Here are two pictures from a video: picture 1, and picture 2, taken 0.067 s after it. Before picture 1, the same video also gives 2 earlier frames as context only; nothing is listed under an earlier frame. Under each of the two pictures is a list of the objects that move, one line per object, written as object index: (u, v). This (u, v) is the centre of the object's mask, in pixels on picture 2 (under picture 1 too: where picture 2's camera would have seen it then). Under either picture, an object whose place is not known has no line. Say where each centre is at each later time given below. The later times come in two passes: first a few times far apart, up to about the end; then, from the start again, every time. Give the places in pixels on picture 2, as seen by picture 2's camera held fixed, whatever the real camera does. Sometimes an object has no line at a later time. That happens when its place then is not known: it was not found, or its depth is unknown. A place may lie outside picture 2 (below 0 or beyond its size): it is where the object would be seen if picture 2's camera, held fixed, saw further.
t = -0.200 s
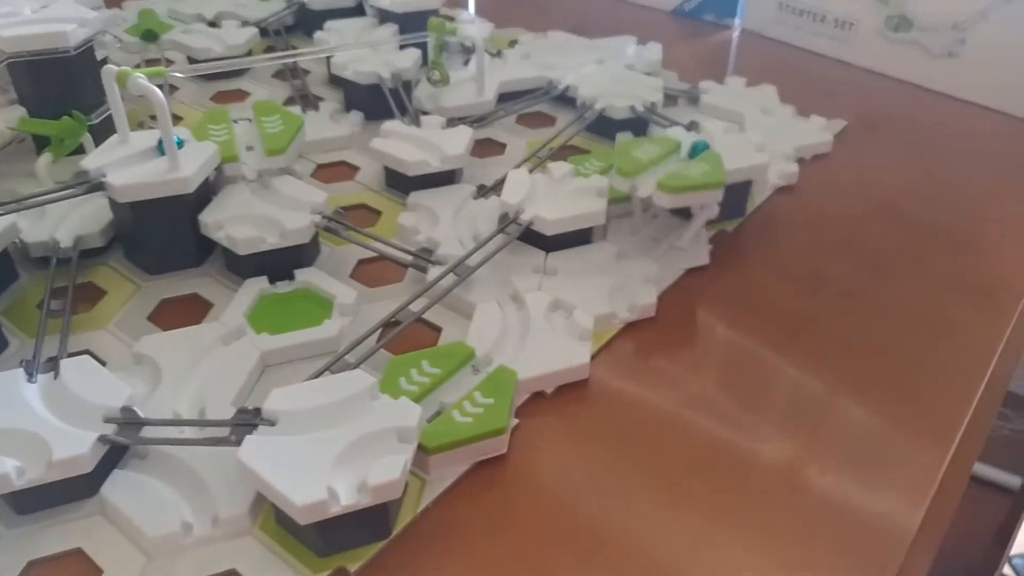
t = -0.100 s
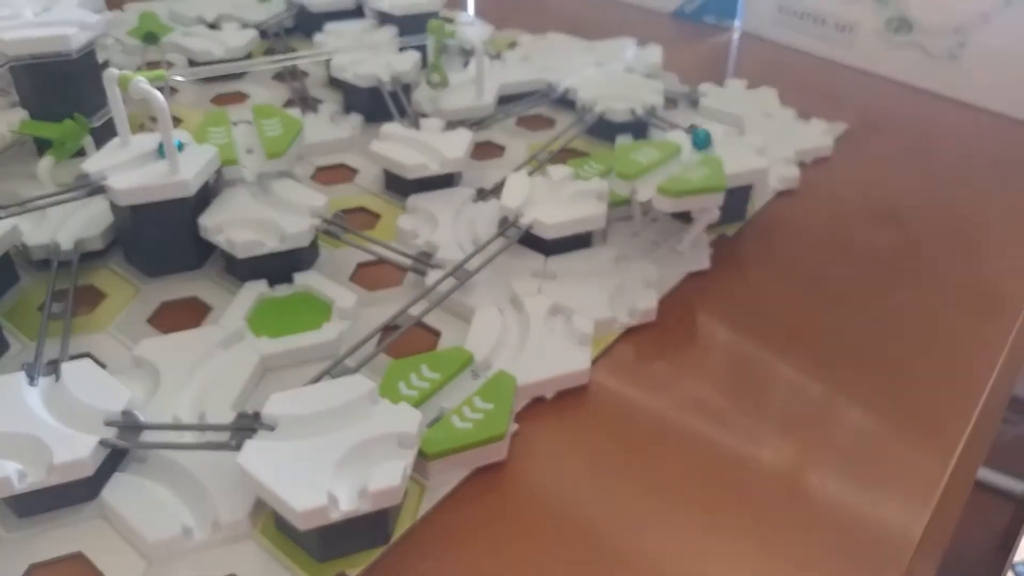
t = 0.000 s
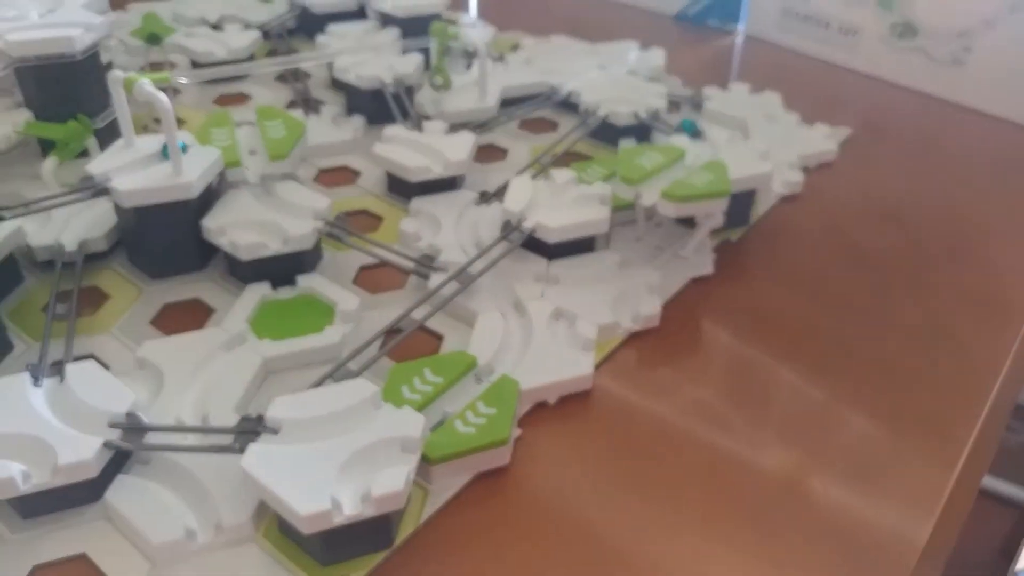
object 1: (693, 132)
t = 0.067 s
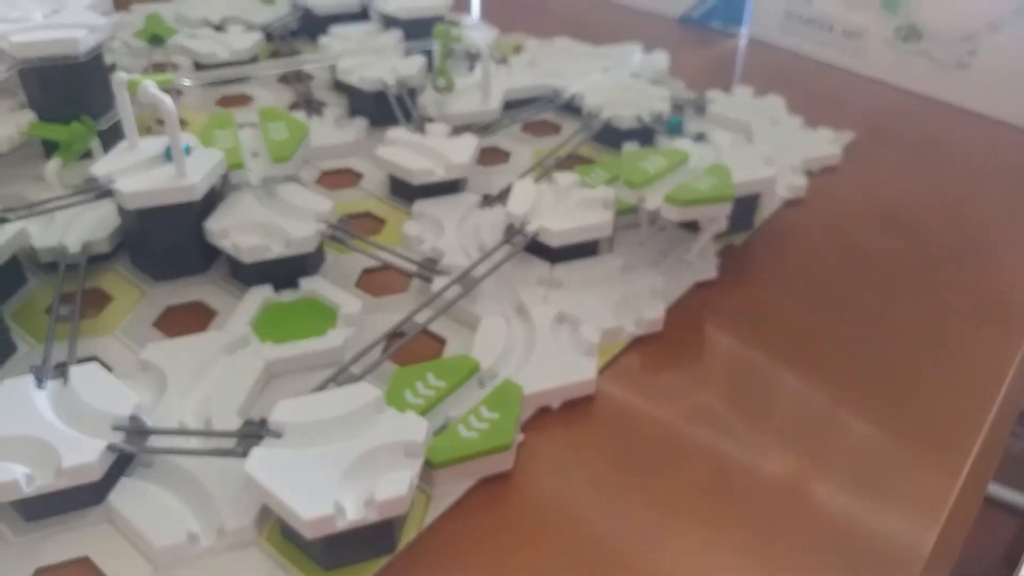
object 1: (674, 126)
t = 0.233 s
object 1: (615, 103)
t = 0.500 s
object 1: (525, 171)
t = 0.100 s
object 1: (664, 119)
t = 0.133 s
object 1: (656, 116)
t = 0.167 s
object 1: (650, 114)
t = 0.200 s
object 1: (633, 102)
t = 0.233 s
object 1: (615, 103)
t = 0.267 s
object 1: (604, 107)
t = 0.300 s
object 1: (595, 116)
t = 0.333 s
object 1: (586, 124)
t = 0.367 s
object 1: (574, 134)
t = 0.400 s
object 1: (563, 143)
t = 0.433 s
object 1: (550, 155)
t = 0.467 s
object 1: (539, 162)
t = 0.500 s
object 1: (525, 171)
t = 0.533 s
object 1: (508, 184)
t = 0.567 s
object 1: (491, 197)
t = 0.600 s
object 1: (478, 208)
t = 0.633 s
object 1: (469, 223)
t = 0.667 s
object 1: (469, 236)
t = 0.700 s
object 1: (475, 249)
